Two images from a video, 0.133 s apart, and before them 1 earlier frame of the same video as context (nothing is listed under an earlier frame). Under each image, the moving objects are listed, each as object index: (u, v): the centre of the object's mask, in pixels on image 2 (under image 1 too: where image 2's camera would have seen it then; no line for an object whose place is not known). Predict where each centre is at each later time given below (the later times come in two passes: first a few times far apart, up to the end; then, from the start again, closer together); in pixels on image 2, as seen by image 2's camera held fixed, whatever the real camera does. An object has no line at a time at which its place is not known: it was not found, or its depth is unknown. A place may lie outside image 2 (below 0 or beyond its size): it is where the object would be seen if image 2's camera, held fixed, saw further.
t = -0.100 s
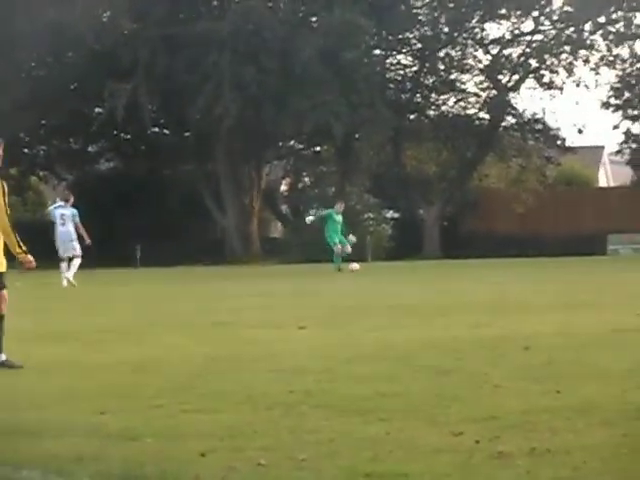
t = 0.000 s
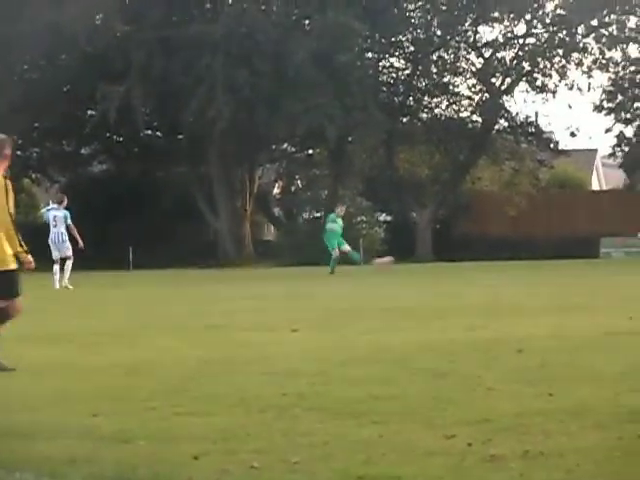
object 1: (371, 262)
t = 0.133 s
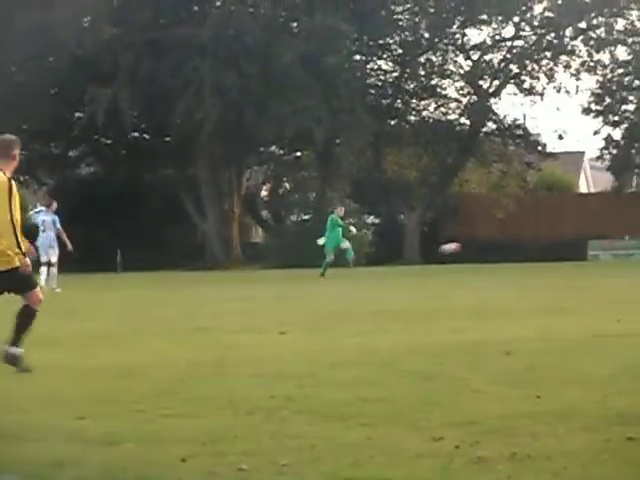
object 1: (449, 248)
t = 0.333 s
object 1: (566, 238)
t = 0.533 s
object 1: (680, 250)
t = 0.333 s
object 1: (566, 238)
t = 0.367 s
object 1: (586, 237)
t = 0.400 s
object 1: (606, 239)
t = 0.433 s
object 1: (625, 240)
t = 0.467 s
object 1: (643, 243)
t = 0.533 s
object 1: (680, 250)
